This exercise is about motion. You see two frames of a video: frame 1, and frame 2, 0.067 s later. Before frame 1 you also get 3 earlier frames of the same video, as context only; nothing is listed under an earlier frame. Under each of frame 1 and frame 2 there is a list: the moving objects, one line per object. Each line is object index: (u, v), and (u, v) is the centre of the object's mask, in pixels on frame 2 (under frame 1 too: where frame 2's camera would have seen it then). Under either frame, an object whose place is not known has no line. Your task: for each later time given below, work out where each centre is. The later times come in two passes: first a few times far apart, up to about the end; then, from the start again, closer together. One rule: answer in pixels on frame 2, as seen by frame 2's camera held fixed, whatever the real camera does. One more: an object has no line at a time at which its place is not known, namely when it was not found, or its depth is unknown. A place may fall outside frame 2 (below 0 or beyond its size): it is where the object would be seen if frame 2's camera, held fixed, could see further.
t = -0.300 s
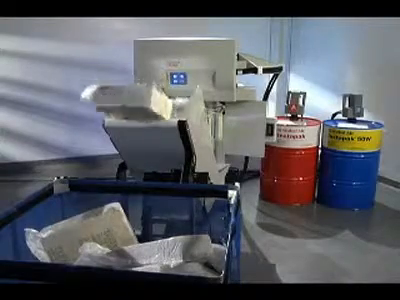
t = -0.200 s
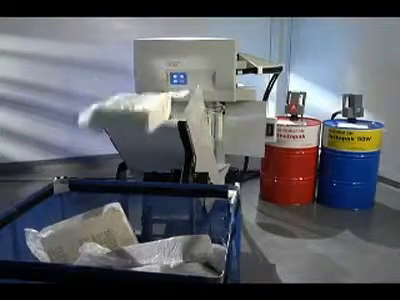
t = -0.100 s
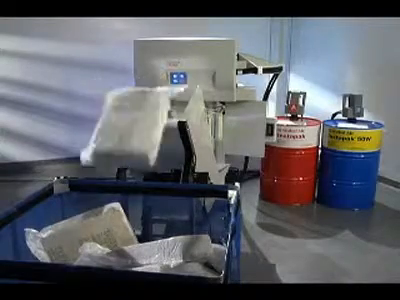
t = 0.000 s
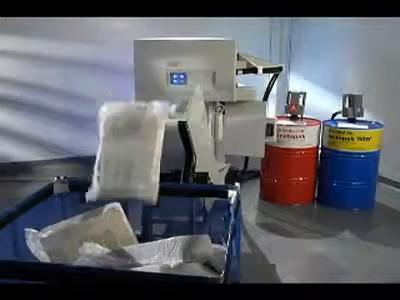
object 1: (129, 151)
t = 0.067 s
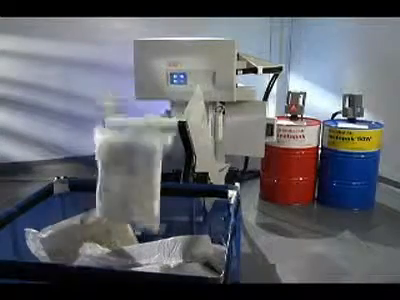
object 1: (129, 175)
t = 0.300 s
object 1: (95, 207)
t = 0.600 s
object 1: (72, 223)
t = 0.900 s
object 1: (81, 236)
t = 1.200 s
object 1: (81, 235)
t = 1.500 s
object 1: (81, 235)
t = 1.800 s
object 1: (82, 235)
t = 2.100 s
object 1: (82, 235)
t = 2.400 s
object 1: (81, 235)
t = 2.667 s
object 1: (81, 235)
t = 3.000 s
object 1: (81, 235)
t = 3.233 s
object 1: (81, 235)
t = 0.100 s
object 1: (130, 189)
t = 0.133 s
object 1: (126, 202)
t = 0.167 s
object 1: (119, 204)
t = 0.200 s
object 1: (113, 205)
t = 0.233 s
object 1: (106, 206)
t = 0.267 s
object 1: (100, 206)
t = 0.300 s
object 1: (95, 207)
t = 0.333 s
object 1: (90, 209)
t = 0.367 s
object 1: (86, 211)
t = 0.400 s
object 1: (82, 214)
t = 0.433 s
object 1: (76, 217)
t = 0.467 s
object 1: (72, 220)
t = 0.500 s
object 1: (71, 221)
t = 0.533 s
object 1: (71, 222)
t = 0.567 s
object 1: (72, 222)
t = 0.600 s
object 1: (72, 223)
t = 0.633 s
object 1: (72, 225)
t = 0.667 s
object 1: (72, 226)
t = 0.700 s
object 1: (73, 228)
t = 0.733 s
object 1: (73, 229)
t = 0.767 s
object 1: (73, 231)
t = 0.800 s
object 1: (74, 234)
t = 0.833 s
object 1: (76, 236)
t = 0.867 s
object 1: (79, 236)
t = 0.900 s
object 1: (81, 236)
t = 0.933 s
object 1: (81, 235)
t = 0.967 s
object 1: (81, 235)
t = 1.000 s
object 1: (81, 235)
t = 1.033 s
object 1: (81, 235)
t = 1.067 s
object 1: (81, 235)
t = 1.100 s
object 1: (81, 236)
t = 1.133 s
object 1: (81, 236)
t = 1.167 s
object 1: (81, 235)
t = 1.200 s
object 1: (81, 235)
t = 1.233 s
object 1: (81, 235)
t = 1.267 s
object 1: (81, 235)
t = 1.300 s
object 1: (81, 235)
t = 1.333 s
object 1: (81, 235)
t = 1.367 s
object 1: (81, 235)
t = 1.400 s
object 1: (81, 235)
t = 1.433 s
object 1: (81, 235)
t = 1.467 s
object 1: (81, 235)
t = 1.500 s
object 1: (81, 235)
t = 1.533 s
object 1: (81, 235)
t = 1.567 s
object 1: (81, 235)
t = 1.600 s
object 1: (81, 235)
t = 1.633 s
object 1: (81, 235)
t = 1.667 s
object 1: (81, 235)
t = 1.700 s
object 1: (81, 235)
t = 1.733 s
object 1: (82, 235)
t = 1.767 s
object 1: (82, 235)
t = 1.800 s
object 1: (82, 235)
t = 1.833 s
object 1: (82, 235)
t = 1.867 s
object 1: (82, 235)
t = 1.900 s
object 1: (82, 235)
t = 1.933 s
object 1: (82, 235)
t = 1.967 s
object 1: (82, 235)
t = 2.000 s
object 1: (82, 235)
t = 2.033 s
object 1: (81, 235)
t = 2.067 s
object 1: (81, 235)
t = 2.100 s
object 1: (82, 235)
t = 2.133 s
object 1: (81, 235)
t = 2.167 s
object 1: (81, 235)
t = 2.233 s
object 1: (81, 235)
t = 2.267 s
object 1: (81, 235)
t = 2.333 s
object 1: (81, 235)
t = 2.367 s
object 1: (81, 235)
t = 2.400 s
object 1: (81, 235)
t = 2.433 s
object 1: (81, 235)
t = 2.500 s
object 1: (81, 235)
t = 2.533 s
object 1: (81, 235)
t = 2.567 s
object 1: (81, 235)
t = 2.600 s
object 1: (81, 235)
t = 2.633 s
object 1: (81, 235)
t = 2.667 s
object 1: (81, 235)
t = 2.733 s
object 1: (81, 235)
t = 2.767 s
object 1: (81, 235)
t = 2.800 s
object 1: (81, 235)
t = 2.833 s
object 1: (81, 235)
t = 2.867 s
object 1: (81, 235)
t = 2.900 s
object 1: (81, 235)
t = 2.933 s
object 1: (81, 235)
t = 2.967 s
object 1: (81, 235)
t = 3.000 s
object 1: (81, 235)
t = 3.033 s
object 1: (81, 235)
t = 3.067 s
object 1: (81, 235)
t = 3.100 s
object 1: (81, 235)
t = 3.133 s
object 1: (81, 235)
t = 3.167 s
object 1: (81, 235)
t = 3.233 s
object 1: (81, 235)
